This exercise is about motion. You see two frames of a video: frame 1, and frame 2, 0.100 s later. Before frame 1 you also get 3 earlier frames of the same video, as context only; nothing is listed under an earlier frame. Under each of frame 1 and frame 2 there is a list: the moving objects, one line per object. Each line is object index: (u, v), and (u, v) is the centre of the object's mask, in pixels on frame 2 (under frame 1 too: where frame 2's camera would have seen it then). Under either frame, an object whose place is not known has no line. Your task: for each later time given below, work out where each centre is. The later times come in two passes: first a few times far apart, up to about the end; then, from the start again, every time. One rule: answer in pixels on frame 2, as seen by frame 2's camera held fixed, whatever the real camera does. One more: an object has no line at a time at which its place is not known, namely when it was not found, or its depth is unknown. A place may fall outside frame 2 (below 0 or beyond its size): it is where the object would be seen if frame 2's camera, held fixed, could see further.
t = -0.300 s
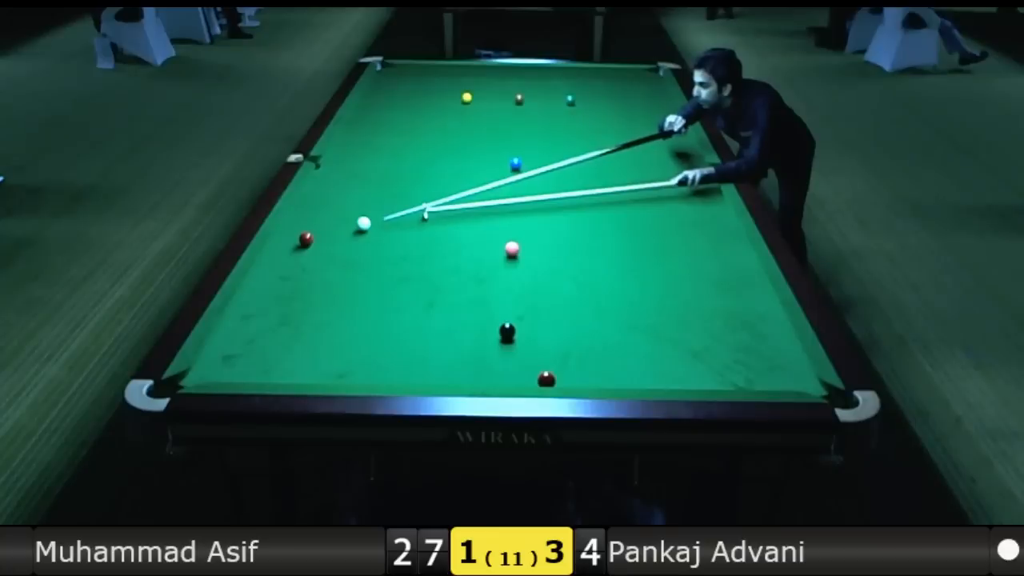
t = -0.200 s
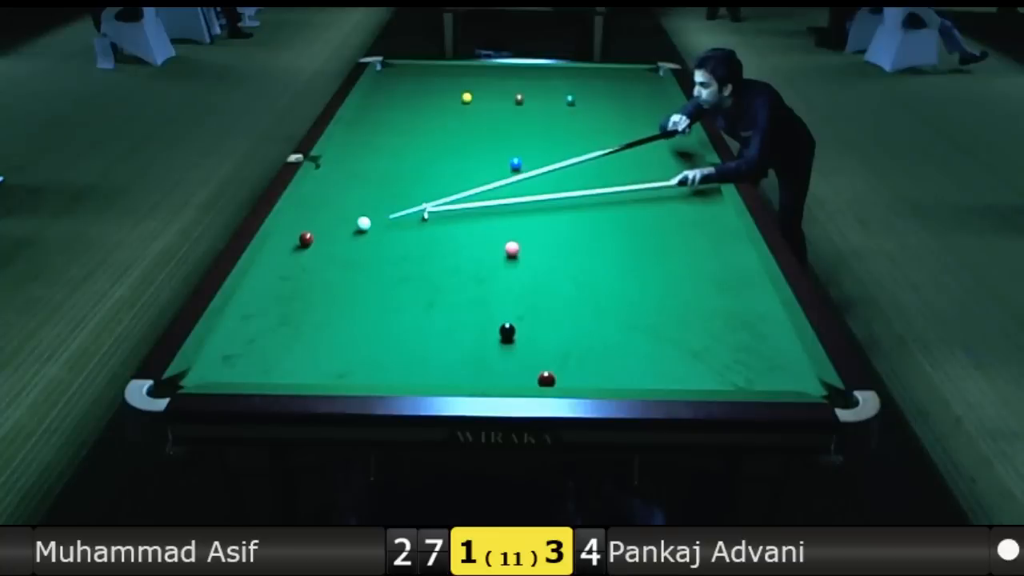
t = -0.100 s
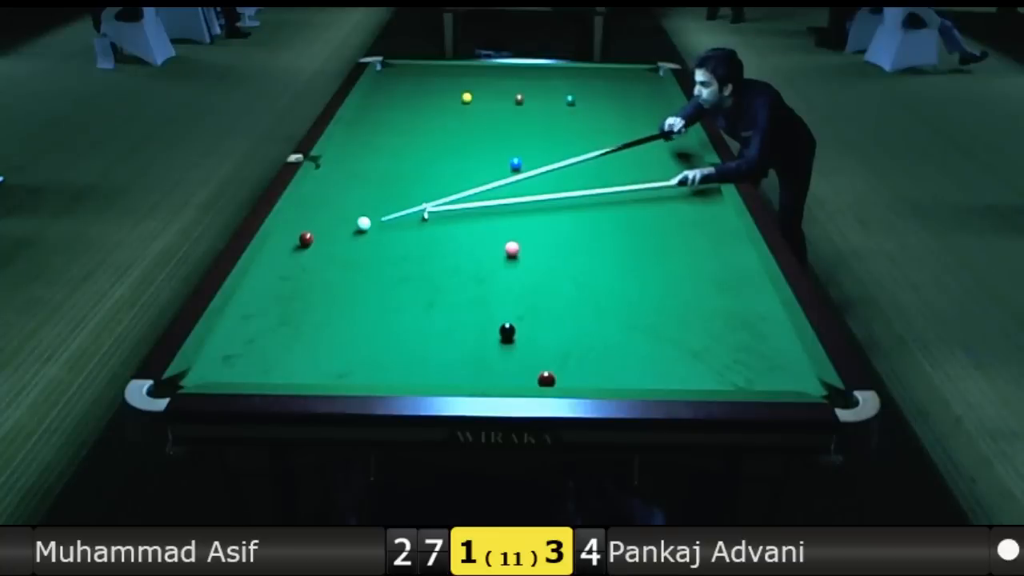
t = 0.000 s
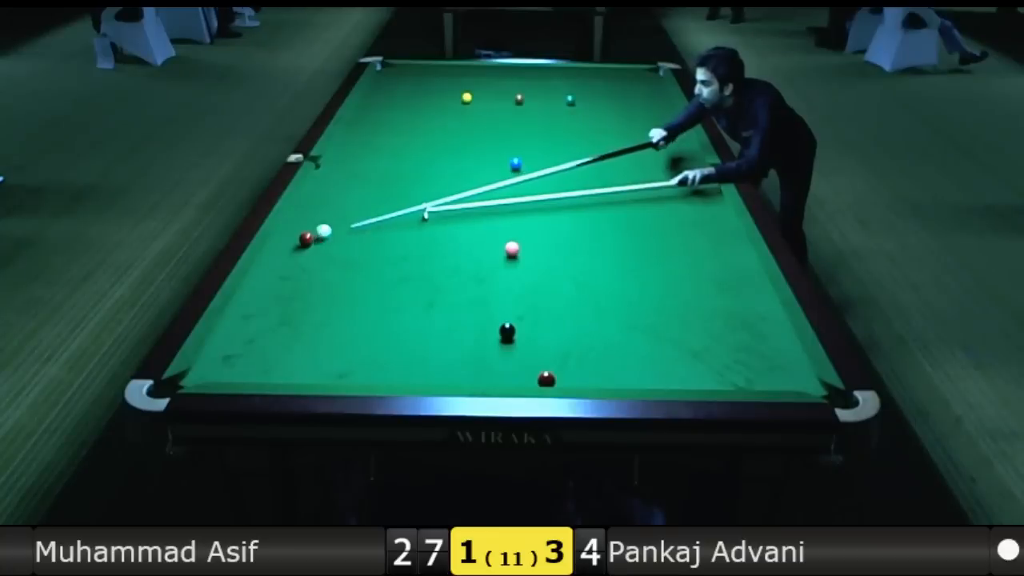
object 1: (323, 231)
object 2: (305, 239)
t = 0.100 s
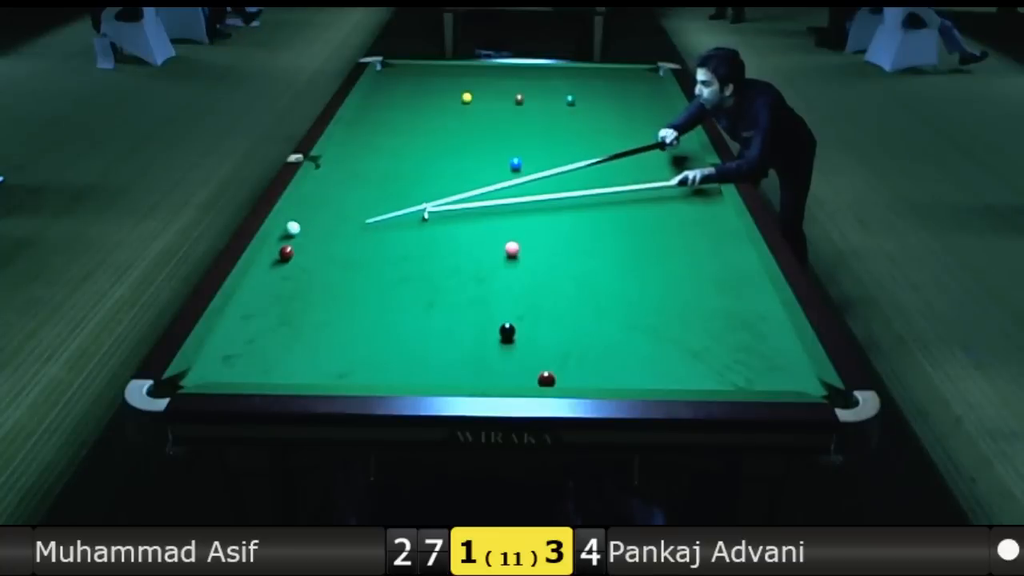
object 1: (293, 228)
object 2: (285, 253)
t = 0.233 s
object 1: (306, 220)
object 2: (257, 273)
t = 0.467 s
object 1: (350, 205)
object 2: (255, 304)
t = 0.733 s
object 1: (394, 190)
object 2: (251, 344)
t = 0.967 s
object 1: (429, 178)
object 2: (249, 376)
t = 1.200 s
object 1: (462, 168)
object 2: (283, 354)
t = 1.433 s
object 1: (491, 158)
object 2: (312, 332)
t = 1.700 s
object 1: (522, 148)
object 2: (342, 309)
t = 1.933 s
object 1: (546, 140)
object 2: (365, 293)
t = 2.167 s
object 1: (569, 132)
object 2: (386, 277)
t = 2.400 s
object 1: (590, 126)
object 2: (405, 264)
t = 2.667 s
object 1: (612, 118)
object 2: (424, 250)
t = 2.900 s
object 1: (629, 113)
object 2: (439, 238)
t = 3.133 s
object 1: (646, 107)
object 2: (453, 229)
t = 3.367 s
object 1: (661, 102)
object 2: (466, 220)
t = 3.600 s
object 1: (666, 97)
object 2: (477, 212)
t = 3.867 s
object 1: (653, 93)
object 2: (489, 203)
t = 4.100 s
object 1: (644, 90)
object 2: (499, 196)
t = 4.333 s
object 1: (634, 87)
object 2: (508, 190)
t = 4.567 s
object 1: (626, 84)
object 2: (516, 185)
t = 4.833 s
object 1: (617, 81)
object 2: (524, 179)
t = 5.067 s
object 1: (610, 79)
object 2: (531, 174)
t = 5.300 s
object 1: (603, 77)
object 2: (537, 170)
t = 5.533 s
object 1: (597, 75)
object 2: (543, 166)
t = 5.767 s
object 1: (592, 73)
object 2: (548, 163)
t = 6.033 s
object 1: (586, 71)
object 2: (553, 160)
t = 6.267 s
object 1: (582, 70)
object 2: (557, 158)
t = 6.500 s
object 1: (578, 68)
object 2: (560, 155)
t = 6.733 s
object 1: (576, 68)
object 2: (563, 153)
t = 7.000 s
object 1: (574, 69)
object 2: (565, 151)
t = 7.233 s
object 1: (573, 69)
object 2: (567, 150)
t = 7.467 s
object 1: (572, 69)
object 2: (568, 149)
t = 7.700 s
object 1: (572, 70)
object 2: (569, 148)
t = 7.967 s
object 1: (572, 70)
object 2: (570, 148)
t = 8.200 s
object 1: (572, 69)
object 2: (570, 148)
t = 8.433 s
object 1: (572, 70)
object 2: (570, 147)
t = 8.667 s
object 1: (572, 70)
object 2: (570, 147)
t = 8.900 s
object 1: (571, 69)
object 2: (570, 147)
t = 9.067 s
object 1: (571, 70)
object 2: (570, 148)
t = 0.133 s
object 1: (285, 226)
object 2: (278, 258)
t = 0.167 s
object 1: (292, 224)
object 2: (271, 263)
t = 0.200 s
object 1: (300, 222)
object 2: (264, 268)
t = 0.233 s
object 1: (306, 220)
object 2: (257, 273)
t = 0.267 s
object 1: (313, 217)
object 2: (256, 277)
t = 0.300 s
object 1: (319, 215)
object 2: (257, 282)
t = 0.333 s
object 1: (326, 213)
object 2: (256, 286)
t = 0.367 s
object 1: (332, 211)
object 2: (256, 290)
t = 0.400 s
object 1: (338, 209)
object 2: (256, 295)
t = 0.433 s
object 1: (344, 207)
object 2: (255, 300)
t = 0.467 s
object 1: (350, 205)
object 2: (255, 304)
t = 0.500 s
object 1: (356, 203)
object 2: (254, 309)
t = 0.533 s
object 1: (361, 201)
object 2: (254, 313)
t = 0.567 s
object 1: (367, 199)
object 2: (253, 319)
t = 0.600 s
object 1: (373, 198)
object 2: (253, 323)
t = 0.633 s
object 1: (378, 196)
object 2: (252, 329)
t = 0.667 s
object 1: (384, 194)
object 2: (252, 333)
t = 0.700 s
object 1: (389, 192)
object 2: (251, 339)
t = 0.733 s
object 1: (394, 190)
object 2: (251, 344)
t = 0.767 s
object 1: (399, 189)
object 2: (250, 349)
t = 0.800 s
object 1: (405, 187)
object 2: (250, 355)
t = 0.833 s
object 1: (410, 185)
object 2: (249, 360)
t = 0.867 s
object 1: (415, 183)
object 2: (249, 366)
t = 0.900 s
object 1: (420, 182)
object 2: (249, 371)
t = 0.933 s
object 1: (425, 180)
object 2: (248, 375)
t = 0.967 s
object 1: (429, 178)
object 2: (249, 376)
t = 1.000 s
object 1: (434, 177)
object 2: (255, 374)
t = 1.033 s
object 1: (439, 175)
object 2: (260, 371)
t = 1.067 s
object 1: (444, 174)
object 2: (265, 367)
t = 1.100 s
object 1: (448, 172)
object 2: (269, 364)
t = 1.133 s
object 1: (453, 171)
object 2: (274, 360)
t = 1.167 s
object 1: (457, 169)
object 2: (279, 357)
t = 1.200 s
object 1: (462, 168)
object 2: (283, 354)
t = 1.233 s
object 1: (466, 166)
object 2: (287, 351)
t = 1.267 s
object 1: (470, 165)
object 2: (292, 347)
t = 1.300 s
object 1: (475, 163)
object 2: (296, 344)
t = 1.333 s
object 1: (479, 162)
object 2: (300, 341)
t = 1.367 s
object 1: (483, 161)
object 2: (304, 338)
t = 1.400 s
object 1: (487, 159)
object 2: (308, 335)
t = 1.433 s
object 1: (491, 158)
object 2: (312, 332)
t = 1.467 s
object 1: (495, 157)
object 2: (316, 329)
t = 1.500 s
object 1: (499, 155)
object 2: (320, 326)
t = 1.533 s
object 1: (503, 154)
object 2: (324, 323)
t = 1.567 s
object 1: (506, 153)
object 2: (327, 321)
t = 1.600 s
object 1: (510, 151)
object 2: (331, 318)
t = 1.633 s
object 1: (514, 150)
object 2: (335, 315)
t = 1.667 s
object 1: (518, 149)
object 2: (338, 312)
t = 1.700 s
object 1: (522, 148)
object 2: (342, 309)
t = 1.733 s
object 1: (525, 147)
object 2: (345, 307)
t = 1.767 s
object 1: (529, 146)
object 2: (349, 304)
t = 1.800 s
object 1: (532, 144)
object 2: (352, 302)
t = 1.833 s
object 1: (536, 143)
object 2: (355, 300)
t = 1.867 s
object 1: (539, 142)
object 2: (359, 297)
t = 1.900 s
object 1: (543, 141)
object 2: (362, 295)
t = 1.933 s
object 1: (546, 140)
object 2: (365, 293)
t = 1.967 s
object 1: (550, 139)
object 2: (368, 291)
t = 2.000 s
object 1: (553, 138)
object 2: (371, 288)
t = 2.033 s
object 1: (556, 136)
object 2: (374, 286)
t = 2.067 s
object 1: (559, 135)
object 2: (377, 284)
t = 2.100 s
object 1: (563, 134)
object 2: (380, 282)
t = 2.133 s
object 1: (565, 133)
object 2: (383, 279)
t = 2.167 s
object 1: (569, 132)
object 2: (386, 277)
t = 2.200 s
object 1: (572, 132)
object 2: (389, 275)
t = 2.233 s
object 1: (575, 130)
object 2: (391, 273)
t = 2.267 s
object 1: (578, 129)
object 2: (394, 271)
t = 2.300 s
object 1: (581, 128)
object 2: (397, 270)
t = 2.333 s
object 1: (584, 128)
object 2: (399, 267)
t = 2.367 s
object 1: (587, 127)
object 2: (402, 265)
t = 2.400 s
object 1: (590, 126)
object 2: (405, 264)
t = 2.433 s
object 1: (593, 125)
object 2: (407, 262)
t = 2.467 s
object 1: (595, 124)
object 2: (409, 260)
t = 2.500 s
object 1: (598, 123)
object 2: (412, 258)
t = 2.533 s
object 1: (601, 122)
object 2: (414, 256)
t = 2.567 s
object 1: (604, 121)
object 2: (417, 255)
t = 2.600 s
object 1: (606, 120)
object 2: (419, 253)
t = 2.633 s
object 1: (609, 119)
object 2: (422, 251)
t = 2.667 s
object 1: (612, 118)
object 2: (424, 250)
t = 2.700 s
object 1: (614, 117)
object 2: (426, 248)
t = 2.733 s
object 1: (617, 116)
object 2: (428, 246)
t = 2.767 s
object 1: (620, 116)
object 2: (431, 245)
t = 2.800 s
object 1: (622, 115)
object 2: (433, 243)
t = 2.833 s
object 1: (624, 114)
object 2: (435, 242)
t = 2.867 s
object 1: (627, 113)
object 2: (437, 240)
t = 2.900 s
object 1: (629, 113)
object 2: (439, 238)
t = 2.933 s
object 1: (632, 112)
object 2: (441, 237)
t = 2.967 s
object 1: (634, 111)
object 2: (443, 236)
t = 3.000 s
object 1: (637, 110)
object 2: (445, 234)
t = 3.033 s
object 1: (639, 109)
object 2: (447, 233)
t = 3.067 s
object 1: (641, 108)
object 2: (449, 231)
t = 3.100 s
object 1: (643, 108)
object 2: (451, 230)
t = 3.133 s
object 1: (646, 107)
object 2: (453, 229)
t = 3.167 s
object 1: (648, 106)
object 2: (455, 227)
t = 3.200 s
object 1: (650, 105)
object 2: (457, 226)
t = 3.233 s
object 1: (652, 105)
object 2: (459, 225)
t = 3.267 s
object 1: (655, 104)
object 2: (461, 223)
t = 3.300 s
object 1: (657, 103)
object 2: (462, 222)
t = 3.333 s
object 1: (659, 103)
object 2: (464, 221)
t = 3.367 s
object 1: (661, 102)
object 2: (466, 220)
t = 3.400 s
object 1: (663, 101)
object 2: (468, 219)
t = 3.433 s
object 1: (665, 101)
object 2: (469, 217)
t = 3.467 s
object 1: (667, 100)
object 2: (471, 216)
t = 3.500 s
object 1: (669, 99)
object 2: (473, 215)
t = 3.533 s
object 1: (670, 99)
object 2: (474, 214)
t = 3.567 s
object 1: (667, 98)
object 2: (476, 213)
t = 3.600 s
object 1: (666, 97)
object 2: (477, 212)
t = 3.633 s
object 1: (664, 97)
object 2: (479, 210)
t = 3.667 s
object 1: (663, 97)
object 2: (481, 209)
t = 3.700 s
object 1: (661, 96)
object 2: (482, 208)
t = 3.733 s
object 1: (659, 95)
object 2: (484, 207)
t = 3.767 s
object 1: (658, 95)
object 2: (485, 206)
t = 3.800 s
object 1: (656, 94)
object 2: (487, 205)
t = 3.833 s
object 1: (655, 94)
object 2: (488, 204)
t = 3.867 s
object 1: (653, 93)
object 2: (489, 203)
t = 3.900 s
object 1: (652, 93)
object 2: (491, 202)
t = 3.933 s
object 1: (651, 92)
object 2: (492, 201)
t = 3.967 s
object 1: (649, 92)
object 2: (494, 200)
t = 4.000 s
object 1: (648, 91)
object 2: (495, 199)
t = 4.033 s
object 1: (646, 91)
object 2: (497, 198)
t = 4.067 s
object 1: (645, 91)
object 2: (498, 197)
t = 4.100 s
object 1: (644, 90)
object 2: (499, 196)
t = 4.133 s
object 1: (642, 90)
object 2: (500, 195)
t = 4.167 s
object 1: (641, 89)
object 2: (502, 194)
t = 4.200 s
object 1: (640, 89)
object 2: (503, 193)
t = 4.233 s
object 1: (638, 88)
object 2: (504, 192)
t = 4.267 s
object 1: (637, 88)
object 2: (505, 192)
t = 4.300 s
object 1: (636, 88)
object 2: (507, 191)
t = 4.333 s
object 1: (634, 87)
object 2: (508, 190)
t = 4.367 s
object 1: (633, 87)
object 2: (509, 189)
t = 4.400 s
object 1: (632, 86)
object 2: (510, 188)
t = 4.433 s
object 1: (631, 86)
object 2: (511, 188)
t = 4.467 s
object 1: (629, 85)
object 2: (513, 187)
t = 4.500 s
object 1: (628, 85)
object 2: (514, 186)
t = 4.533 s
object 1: (627, 85)
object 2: (515, 185)
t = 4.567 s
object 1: (626, 84)
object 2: (516, 185)
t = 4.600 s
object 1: (625, 84)
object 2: (517, 183)
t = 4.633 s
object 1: (624, 84)
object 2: (518, 183)
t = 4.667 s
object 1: (622, 83)
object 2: (519, 182)
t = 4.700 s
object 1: (622, 83)
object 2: (520, 181)
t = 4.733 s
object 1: (620, 83)
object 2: (521, 181)
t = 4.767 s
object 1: (619, 82)
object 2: (522, 180)
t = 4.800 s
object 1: (618, 82)
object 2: (523, 179)
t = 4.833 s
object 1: (617, 81)
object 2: (524, 179)
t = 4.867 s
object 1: (616, 81)
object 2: (526, 178)
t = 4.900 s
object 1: (615, 81)
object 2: (526, 178)
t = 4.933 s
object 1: (614, 80)
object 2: (527, 177)
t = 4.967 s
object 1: (613, 80)
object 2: (528, 176)
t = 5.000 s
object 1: (612, 80)
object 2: (530, 175)
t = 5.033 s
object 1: (611, 79)
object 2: (530, 175)
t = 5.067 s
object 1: (610, 79)
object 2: (531, 174)
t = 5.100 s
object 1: (609, 79)
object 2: (532, 174)
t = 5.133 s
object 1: (608, 78)
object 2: (533, 173)
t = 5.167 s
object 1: (607, 78)
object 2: (534, 172)
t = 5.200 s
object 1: (606, 78)
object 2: (535, 172)
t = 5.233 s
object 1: (605, 77)
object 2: (536, 171)
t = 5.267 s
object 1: (604, 77)
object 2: (536, 171)
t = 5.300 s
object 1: (603, 77)
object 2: (537, 170)
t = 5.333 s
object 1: (603, 77)
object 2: (538, 170)
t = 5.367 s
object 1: (602, 76)
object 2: (539, 169)
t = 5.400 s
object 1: (601, 76)
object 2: (540, 168)
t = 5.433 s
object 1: (600, 76)
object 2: (541, 168)
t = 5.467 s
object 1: (599, 76)
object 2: (541, 168)
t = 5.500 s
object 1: (598, 75)
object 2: (542, 167)
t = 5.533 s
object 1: (597, 75)
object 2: (543, 166)
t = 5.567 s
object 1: (597, 75)
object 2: (544, 166)
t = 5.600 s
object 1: (596, 74)
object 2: (544, 165)
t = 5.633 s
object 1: (595, 74)
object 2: (545, 165)
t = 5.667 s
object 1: (594, 74)
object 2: (546, 164)
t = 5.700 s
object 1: (593, 73)
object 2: (546, 164)
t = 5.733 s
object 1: (593, 73)
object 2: (547, 164)
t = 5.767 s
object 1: (592, 73)
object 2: (548, 163)
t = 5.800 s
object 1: (591, 73)
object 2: (548, 163)
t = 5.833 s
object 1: (590, 72)
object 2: (549, 162)
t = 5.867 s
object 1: (590, 72)
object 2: (550, 162)
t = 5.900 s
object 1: (589, 72)
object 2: (550, 161)
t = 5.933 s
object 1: (588, 72)
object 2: (551, 161)
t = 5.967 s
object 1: (588, 72)
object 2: (552, 161)
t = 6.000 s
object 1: (587, 72)
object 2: (552, 160)
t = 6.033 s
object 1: (586, 71)
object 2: (553, 160)
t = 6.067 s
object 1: (586, 71)
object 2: (553, 160)
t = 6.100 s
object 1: (585, 71)
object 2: (554, 159)
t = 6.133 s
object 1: (584, 71)
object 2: (555, 159)
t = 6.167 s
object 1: (584, 71)
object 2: (555, 159)
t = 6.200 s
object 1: (583, 70)
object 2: (556, 158)
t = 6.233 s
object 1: (583, 70)
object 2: (556, 158)
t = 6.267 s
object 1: (582, 70)
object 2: (557, 158)
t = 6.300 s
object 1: (582, 70)
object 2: (557, 157)
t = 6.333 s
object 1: (581, 70)
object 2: (558, 157)
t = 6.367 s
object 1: (580, 69)
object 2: (558, 156)
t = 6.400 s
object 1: (580, 69)
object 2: (559, 156)
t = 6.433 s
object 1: (579, 69)
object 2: (559, 156)
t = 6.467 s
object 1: (579, 69)
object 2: (560, 155)
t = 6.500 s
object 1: (578, 68)
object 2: (560, 155)
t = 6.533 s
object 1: (578, 68)
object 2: (561, 155)
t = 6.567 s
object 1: (577, 68)
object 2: (561, 155)
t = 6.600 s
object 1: (577, 68)
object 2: (561, 154)
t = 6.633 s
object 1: (576, 68)
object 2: (562, 154)
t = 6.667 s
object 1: (576, 68)
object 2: (562, 154)
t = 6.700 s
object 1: (576, 68)
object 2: (562, 153)
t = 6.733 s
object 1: (576, 68)
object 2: (563, 153)
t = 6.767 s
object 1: (576, 68)
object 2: (563, 153)
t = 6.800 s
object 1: (575, 68)
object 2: (563, 153)
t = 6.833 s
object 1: (575, 68)
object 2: (564, 153)
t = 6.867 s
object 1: (575, 68)
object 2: (564, 152)
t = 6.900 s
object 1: (575, 69)
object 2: (564, 152)
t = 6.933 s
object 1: (574, 69)
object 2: (565, 152)
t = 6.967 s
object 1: (574, 69)
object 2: (565, 152)
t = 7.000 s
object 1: (574, 69)
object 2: (565, 151)
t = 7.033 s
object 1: (574, 69)
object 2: (566, 151)
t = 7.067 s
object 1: (574, 69)
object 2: (566, 151)
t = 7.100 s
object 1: (573, 69)
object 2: (566, 151)
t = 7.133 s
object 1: (573, 69)
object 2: (566, 151)
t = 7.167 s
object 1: (573, 69)
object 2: (567, 151)
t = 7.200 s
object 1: (573, 69)
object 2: (567, 150)
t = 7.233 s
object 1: (573, 69)
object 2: (567, 150)
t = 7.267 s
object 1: (573, 69)
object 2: (567, 150)
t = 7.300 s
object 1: (572, 69)
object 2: (567, 150)
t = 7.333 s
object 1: (572, 69)
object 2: (567, 150)
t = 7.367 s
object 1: (572, 69)
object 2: (567, 150)
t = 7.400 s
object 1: (572, 69)
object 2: (568, 149)
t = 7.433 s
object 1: (572, 69)
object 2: (568, 149)
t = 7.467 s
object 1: (572, 69)
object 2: (568, 149)
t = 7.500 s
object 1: (572, 69)
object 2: (568, 149)
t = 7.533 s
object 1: (572, 69)
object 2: (568, 149)
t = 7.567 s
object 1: (572, 69)
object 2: (568, 149)
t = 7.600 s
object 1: (572, 69)
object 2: (569, 149)
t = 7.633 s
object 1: (572, 69)
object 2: (569, 149)
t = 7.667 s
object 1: (572, 69)
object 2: (569, 148)
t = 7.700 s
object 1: (572, 70)
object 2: (569, 148)
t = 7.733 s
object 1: (572, 70)
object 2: (569, 148)
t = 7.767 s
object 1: (572, 70)
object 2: (569, 148)
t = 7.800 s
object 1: (572, 70)
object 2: (570, 148)
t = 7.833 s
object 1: (572, 70)
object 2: (570, 148)
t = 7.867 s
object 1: (572, 70)
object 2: (570, 148)
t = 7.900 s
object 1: (572, 70)
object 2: (570, 148)
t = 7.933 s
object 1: (572, 70)
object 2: (570, 148)
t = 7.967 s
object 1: (572, 70)
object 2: (570, 148)
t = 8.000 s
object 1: (572, 70)
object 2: (570, 148)
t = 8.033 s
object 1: (572, 70)
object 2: (570, 148)
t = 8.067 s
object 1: (572, 70)
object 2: (570, 148)
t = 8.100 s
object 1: (572, 70)
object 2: (570, 148)
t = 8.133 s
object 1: (572, 70)
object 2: (570, 148)
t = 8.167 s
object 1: (572, 70)
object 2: (570, 148)
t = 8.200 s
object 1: (572, 69)
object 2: (570, 148)
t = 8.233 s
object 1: (572, 69)
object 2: (570, 148)
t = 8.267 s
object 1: (572, 69)
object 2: (570, 147)
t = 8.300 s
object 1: (572, 69)
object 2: (570, 147)
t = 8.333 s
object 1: (572, 69)
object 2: (570, 147)
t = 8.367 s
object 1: (572, 69)
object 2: (570, 147)
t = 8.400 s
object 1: (572, 69)
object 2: (570, 147)
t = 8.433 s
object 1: (572, 70)
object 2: (570, 147)
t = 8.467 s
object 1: (572, 70)
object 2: (570, 147)
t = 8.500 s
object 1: (572, 70)
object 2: (570, 147)
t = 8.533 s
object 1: (572, 70)
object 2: (570, 147)
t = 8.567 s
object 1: (572, 70)
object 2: (570, 147)
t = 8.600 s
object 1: (572, 70)
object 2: (570, 147)
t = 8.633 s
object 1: (572, 70)
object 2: (570, 147)
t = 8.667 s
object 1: (572, 70)
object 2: (570, 147)
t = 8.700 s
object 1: (572, 69)
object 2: (570, 147)
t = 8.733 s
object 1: (572, 69)
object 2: (570, 147)
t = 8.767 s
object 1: (572, 69)
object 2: (570, 148)
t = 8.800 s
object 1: (572, 69)
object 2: (570, 148)
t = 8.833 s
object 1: (572, 69)
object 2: (570, 148)
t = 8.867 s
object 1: (571, 69)
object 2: (570, 147)
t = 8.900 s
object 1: (571, 69)
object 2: (570, 147)
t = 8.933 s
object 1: (571, 70)
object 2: (570, 148)
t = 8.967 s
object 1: (571, 69)
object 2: (570, 148)
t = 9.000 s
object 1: (571, 69)
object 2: (570, 148)
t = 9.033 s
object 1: (571, 70)
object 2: (570, 148)
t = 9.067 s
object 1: (571, 70)
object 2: (570, 148)
